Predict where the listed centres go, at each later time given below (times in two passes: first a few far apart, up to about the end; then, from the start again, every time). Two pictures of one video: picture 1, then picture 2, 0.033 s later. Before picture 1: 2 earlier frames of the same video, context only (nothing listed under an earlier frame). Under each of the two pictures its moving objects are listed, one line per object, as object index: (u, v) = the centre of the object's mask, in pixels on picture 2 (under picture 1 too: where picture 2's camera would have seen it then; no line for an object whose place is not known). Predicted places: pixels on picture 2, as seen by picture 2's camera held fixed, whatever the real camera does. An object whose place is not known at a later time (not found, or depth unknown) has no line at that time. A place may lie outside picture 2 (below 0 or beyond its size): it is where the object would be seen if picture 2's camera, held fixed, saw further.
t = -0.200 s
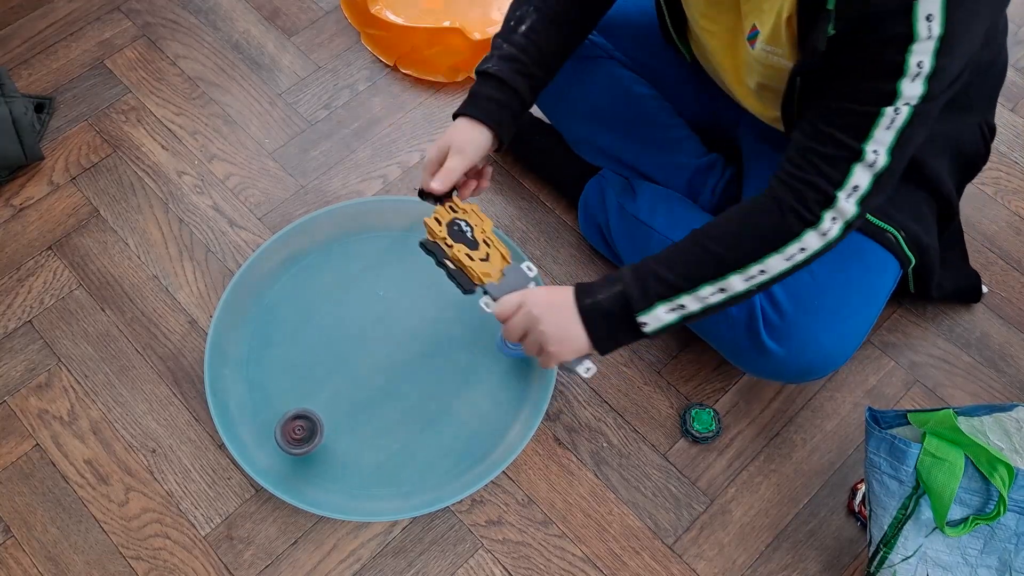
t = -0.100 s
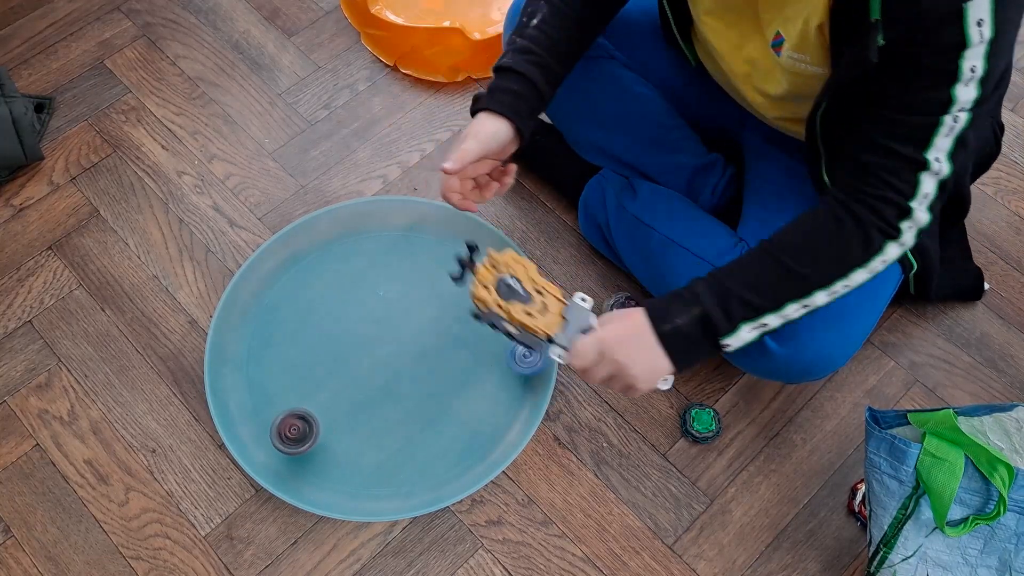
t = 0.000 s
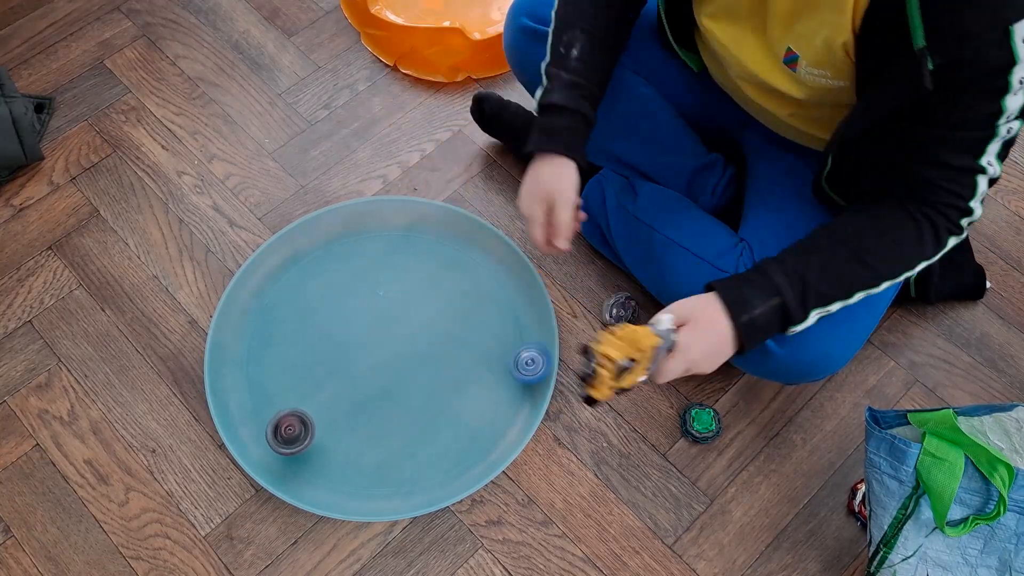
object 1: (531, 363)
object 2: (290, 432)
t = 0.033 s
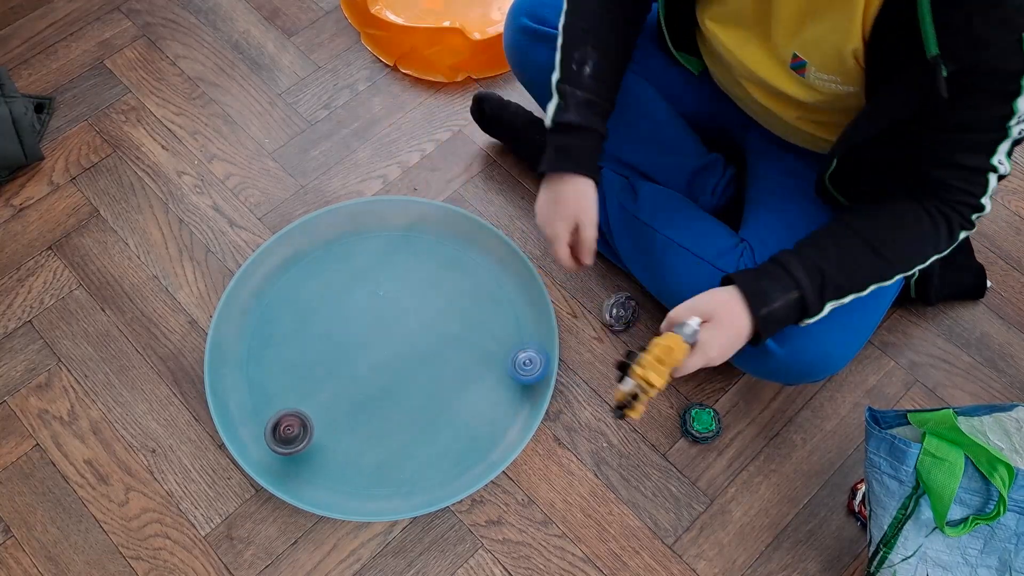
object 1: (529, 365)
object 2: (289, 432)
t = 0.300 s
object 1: (511, 398)
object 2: (280, 432)
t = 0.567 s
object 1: (476, 444)
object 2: (278, 432)
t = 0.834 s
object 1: (429, 472)
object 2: (278, 428)
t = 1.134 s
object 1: (367, 481)
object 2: (280, 419)
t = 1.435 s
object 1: (309, 467)
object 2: (282, 408)
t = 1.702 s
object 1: (268, 445)
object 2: (278, 397)
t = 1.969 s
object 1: (258, 437)
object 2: (274, 377)
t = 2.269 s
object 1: (277, 400)
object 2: (259, 348)
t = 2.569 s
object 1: (289, 350)
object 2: (247, 329)
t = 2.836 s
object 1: (316, 310)
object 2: (250, 330)
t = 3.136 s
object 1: (359, 277)
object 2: (248, 347)
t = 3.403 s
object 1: (399, 261)
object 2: (263, 357)
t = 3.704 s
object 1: (436, 257)
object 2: (291, 368)
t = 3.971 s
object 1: (460, 258)
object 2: (313, 370)
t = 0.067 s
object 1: (526, 367)
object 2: (287, 432)
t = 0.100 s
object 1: (525, 369)
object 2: (286, 432)
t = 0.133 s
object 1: (522, 374)
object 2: (285, 432)
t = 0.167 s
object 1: (520, 378)
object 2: (284, 432)
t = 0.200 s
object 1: (518, 382)
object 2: (283, 432)
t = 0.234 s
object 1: (516, 386)
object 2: (282, 432)
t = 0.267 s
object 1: (514, 391)
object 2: (281, 432)
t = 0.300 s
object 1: (511, 398)
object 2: (280, 432)
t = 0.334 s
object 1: (508, 404)
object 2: (280, 432)
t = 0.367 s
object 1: (504, 410)
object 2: (279, 432)
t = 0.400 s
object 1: (501, 416)
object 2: (279, 432)
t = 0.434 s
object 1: (496, 422)
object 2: (279, 432)
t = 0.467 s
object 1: (491, 428)
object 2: (279, 432)
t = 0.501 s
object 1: (486, 434)
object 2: (279, 432)
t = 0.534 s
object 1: (481, 439)
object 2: (279, 432)
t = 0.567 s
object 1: (476, 444)
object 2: (278, 432)
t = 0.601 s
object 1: (470, 448)
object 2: (278, 431)
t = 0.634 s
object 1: (465, 452)
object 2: (278, 431)
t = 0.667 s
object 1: (459, 456)
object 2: (278, 431)
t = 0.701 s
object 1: (453, 460)
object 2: (278, 430)
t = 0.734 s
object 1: (447, 463)
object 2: (278, 429)
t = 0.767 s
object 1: (441, 467)
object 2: (278, 429)
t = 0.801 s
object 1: (435, 469)
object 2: (278, 428)
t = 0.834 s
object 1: (429, 472)
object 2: (278, 428)
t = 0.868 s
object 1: (423, 474)
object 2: (278, 427)
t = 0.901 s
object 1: (416, 476)
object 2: (278, 427)
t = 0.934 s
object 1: (409, 478)
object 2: (279, 426)
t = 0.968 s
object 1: (402, 480)
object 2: (279, 425)
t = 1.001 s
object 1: (395, 481)
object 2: (279, 424)
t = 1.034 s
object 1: (387, 481)
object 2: (279, 423)
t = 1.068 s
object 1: (381, 482)
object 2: (280, 422)
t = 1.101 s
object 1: (374, 482)
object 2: (280, 421)
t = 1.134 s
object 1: (367, 481)
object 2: (280, 419)
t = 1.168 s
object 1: (360, 481)
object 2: (281, 418)
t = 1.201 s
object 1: (353, 481)
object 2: (281, 417)
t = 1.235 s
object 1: (347, 480)
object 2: (281, 416)
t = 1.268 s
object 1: (340, 478)
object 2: (281, 414)
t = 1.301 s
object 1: (333, 476)
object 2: (281, 413)
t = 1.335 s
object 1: (328, 474)
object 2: (282, 411)
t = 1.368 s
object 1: (321, 472)
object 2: (282, 410)
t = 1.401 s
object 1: (316, 470)
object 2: (282, 409)
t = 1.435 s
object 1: (309, 467)
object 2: (282, 408)
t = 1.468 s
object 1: (303, 464)
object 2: (282, 407)
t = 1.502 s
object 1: (298, 461)
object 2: (282, 406)
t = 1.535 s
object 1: (292, 457)
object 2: (281, 405)
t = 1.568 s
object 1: (287, 453)
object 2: (281, 404)
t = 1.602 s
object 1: (282, 448)
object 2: (281, 403)
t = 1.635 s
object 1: (277, 449)
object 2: (280, 400)
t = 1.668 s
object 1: (273, 448)
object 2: (279, 398)
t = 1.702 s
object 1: (268, 445)
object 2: (278, 397)
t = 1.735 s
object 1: (265, 442)
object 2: (278, 395)
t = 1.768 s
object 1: (261, 440)
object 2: (277, 394)
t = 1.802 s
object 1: (259, 437)
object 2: (276, 392)
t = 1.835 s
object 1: (257, 437)
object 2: (275, 392)
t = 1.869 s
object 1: (257, 435)
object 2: (274, 390)
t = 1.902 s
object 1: (256, 433)
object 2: (272, 389)
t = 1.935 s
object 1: (254, 436)
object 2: (274, 382)
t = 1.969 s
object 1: (258, 437)
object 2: (274, 377)
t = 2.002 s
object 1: (262, 436)
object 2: (273, 373)
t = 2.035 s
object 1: (265, 433)
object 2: (273, 369)
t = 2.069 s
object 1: (267, 429)
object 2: (271, 366)
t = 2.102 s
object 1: (270, 426)
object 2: (270, 362)
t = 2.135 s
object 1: (271, 422)
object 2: (268, 359)
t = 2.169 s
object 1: (273, 418)
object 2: (267, 356)
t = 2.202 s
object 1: (274, 411)
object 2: (264, 354)
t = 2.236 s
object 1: (276, 406)
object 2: (262, 351)
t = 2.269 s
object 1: (277, 400)
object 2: (259, 348)
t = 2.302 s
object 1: (278, 395)
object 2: (257, 345)
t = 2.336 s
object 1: (278, 389)
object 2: (254, 343)
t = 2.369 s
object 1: (279, 384)
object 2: (252, 340)
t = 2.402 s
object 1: (280, 377)
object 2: (249, 338)
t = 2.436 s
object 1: (281, 371)
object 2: (246, 335)
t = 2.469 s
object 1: (283, 365)
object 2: (244, 334)
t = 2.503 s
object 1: (284, 358)
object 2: (247, 332)
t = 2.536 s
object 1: (286, 354)
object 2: (249, 330)
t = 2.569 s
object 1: (289, 350)
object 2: (247, 329)
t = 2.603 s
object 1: (292, 345)
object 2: (249, 328)
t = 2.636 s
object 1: (295, 340)
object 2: (251, 327)
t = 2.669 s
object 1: (298, 336)
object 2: (251, 326)
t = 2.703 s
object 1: (302, 331)
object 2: (250, 325)
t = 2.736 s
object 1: (305, 325)
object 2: (248, 326)
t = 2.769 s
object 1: (308, 320)
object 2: (250, 327)
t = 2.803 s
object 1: (313, 315)
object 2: (251, 328)
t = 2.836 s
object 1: (316, 310)
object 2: (250, 330)
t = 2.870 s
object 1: (320, 306)
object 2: (249, 331)
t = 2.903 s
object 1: (326, 301)
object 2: (248, 333)
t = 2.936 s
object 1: (330, 298)
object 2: (247, 335)
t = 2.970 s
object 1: (335, 293)
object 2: (247, 337)
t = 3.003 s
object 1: (339, 289)
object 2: (247, 339)
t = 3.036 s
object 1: (344, 286)
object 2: (247, 341)
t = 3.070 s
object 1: (349, 283)
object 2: (247, 344)
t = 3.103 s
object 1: (354, 280)
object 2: (247, 346)
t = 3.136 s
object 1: (359, 277)
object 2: (248, 347)
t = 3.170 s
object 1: (365, 274)
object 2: (248, 348)
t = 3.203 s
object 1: (369, 271)
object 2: (250, 349)
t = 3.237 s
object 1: (374, 269)
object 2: (252, 351)
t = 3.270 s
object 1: (379, 267)
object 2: (253, 352)
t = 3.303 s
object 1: (385, 266)
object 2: (256, 353)
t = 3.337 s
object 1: (390, 264)
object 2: (257, 355)
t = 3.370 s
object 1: (394, 262)
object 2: (260, 356)
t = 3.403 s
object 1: (399, 261)
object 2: (263, 357)
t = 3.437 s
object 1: (404, 261)
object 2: (266, 359)
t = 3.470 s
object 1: (408, 260)
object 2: (269, 360)
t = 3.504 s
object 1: (413, 259)
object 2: (272, 361)
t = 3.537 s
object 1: (417, 258)
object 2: (275, 363)
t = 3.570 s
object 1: (421, 258)
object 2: (278, 364)
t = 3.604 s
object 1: (425, 258)
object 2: (281, 365)
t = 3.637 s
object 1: (428, 257)
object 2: (284, 365)
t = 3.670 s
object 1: (433, 257)
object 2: (287, 366)
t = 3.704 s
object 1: (436, 257)
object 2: (291, 368)
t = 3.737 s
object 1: (440, 257)
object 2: (294, 368)
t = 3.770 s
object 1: (443, 256)
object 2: (297, 369)
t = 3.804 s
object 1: (446, 257)
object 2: (299, 369)
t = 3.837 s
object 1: (450, 257)
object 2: (302, 369)
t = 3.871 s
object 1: (452, 256)
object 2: (305, 369)
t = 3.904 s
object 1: (454, 257)
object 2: (308, 370)
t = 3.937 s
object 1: (457, 258)
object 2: (310, 370)
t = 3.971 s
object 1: (460, 258)
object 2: (313, 370)
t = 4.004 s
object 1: (462, 259)
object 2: (315, 369)
